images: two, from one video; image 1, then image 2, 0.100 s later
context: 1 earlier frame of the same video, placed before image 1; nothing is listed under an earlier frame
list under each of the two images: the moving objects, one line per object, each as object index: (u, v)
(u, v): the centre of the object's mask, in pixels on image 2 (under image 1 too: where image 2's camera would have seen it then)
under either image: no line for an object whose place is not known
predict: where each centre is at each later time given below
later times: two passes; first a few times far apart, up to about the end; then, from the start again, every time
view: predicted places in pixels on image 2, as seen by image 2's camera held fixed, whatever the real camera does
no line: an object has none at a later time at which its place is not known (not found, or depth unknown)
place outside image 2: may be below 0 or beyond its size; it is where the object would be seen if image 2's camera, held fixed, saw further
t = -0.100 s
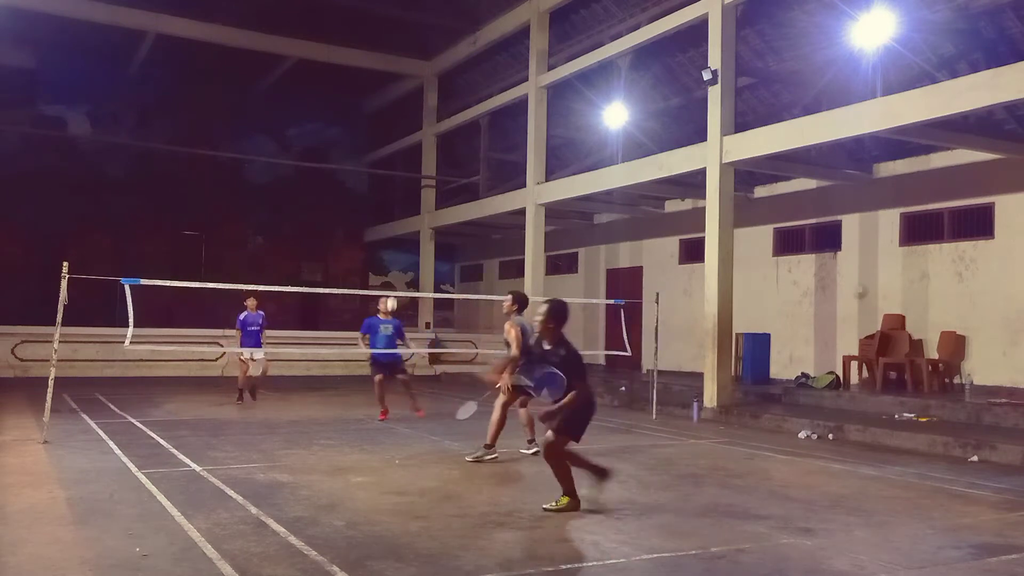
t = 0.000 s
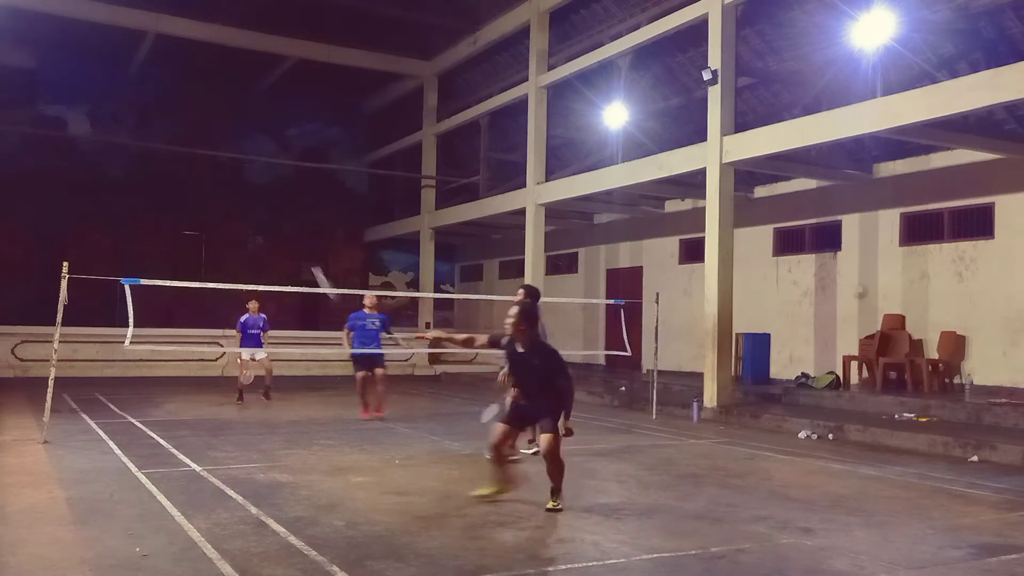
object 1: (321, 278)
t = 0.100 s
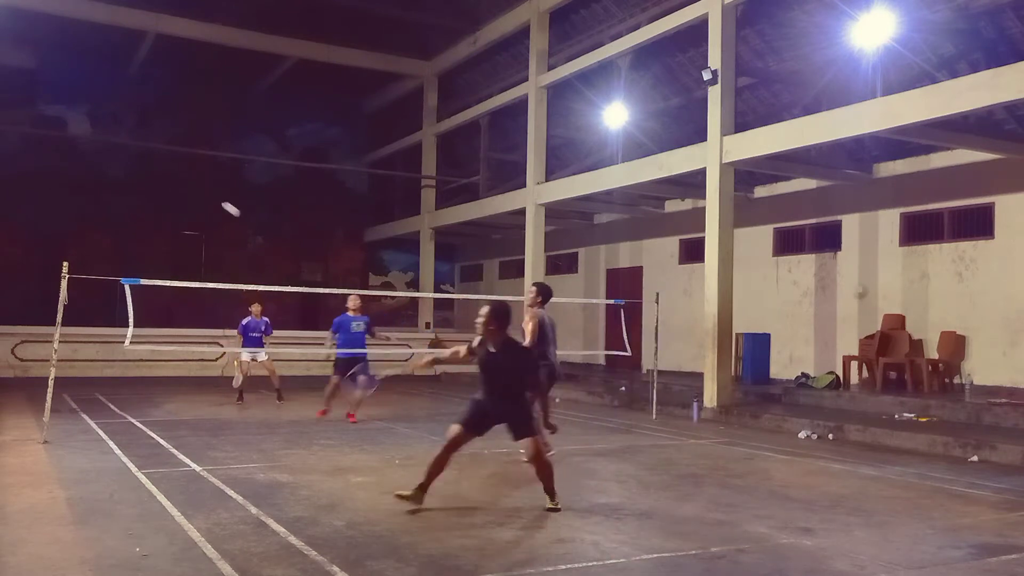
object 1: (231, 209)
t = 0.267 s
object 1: (160, 174)
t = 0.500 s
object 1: (114, 184)
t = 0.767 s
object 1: (87, 233)
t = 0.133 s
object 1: (212, 197)
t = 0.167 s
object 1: (196, 189)
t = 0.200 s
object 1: (182, 182)
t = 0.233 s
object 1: (170, 178)
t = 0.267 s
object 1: (160, 174)
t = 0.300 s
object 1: (151, 173)
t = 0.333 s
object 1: (144, 173)
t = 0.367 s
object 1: (137, 173)
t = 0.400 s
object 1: (130, 175)
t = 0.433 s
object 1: (124, 177)
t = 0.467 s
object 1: (119, 180)
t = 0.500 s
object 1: (114, 184)
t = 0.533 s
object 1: (110, 188)
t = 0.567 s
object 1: (106, 193)
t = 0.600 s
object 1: (102, 198)
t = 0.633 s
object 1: (99, 204)
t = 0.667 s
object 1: (96, 211)
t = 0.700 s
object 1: (93, 217)
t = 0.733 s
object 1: (90, 225)
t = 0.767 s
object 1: (87, 233)
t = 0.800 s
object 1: (85, 241)
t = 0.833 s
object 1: (83, 250)
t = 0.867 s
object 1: (81, 259)
